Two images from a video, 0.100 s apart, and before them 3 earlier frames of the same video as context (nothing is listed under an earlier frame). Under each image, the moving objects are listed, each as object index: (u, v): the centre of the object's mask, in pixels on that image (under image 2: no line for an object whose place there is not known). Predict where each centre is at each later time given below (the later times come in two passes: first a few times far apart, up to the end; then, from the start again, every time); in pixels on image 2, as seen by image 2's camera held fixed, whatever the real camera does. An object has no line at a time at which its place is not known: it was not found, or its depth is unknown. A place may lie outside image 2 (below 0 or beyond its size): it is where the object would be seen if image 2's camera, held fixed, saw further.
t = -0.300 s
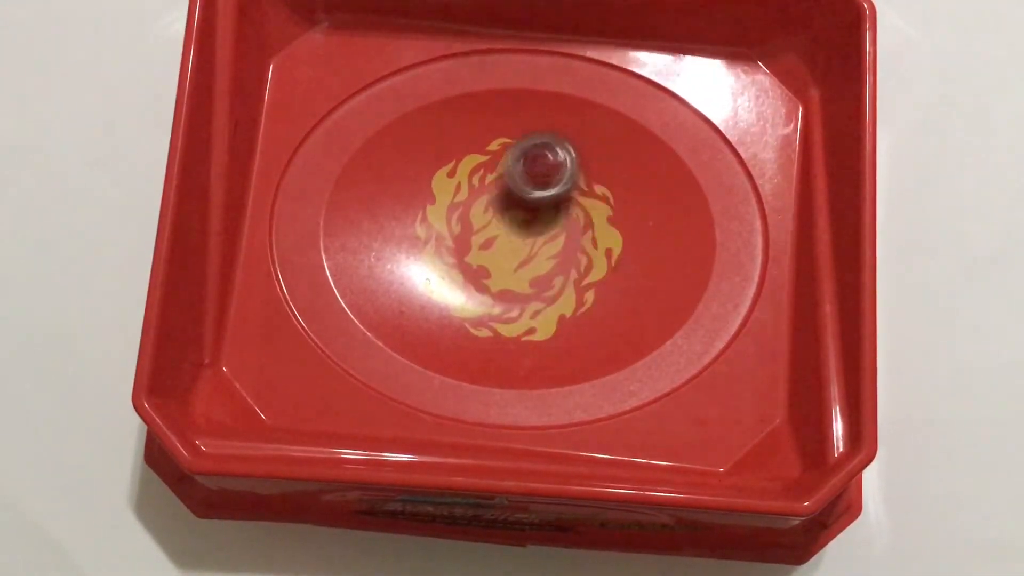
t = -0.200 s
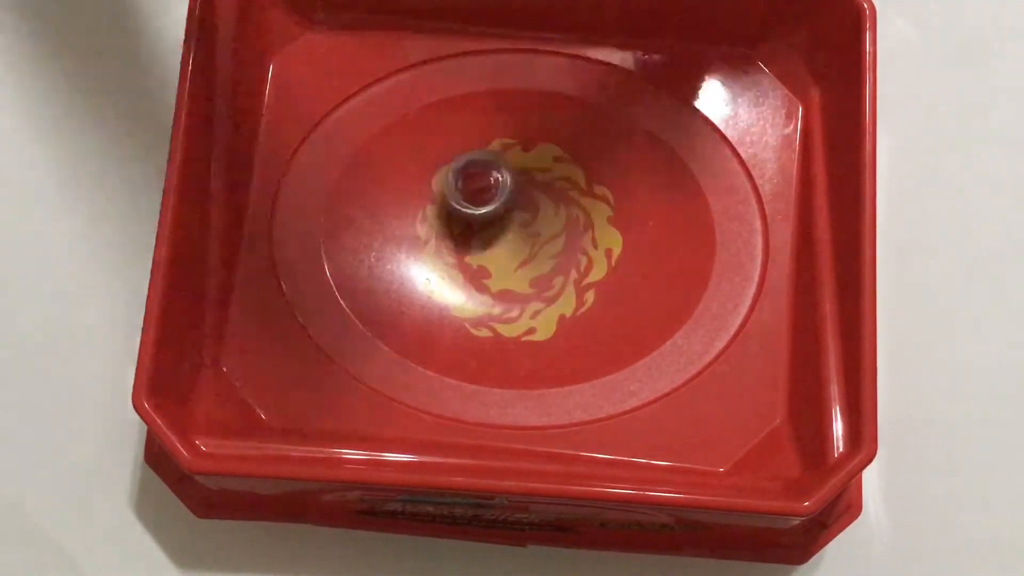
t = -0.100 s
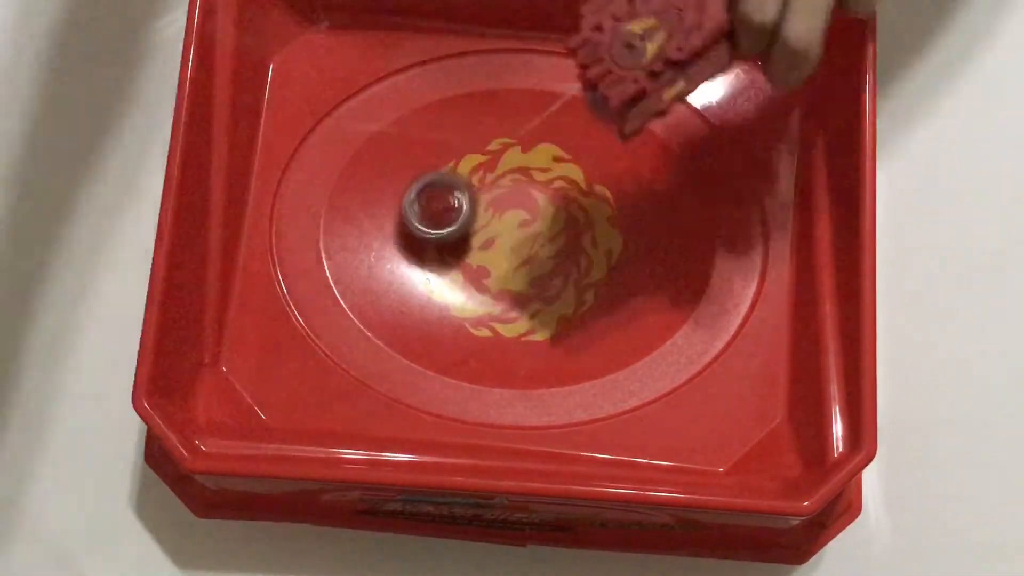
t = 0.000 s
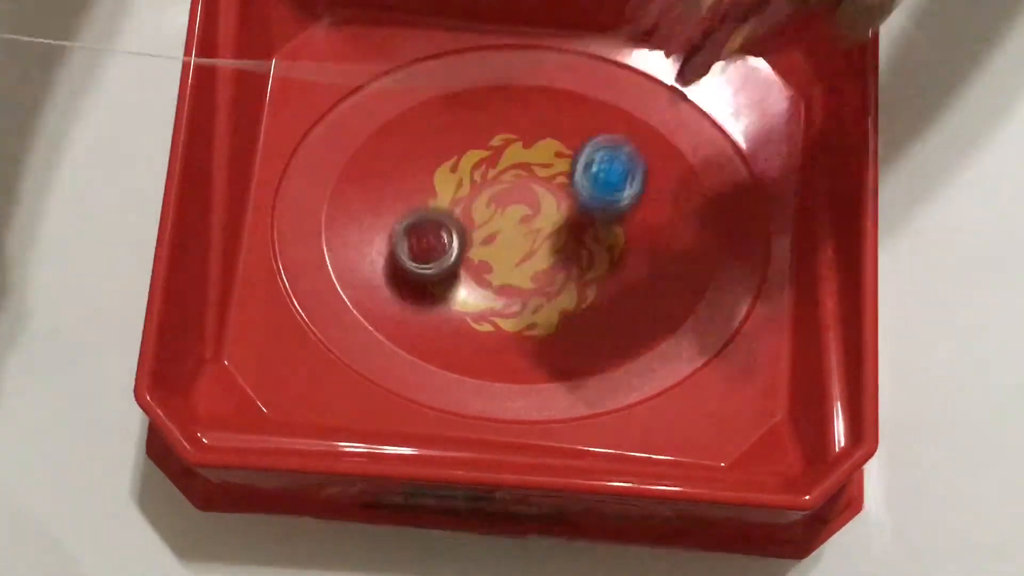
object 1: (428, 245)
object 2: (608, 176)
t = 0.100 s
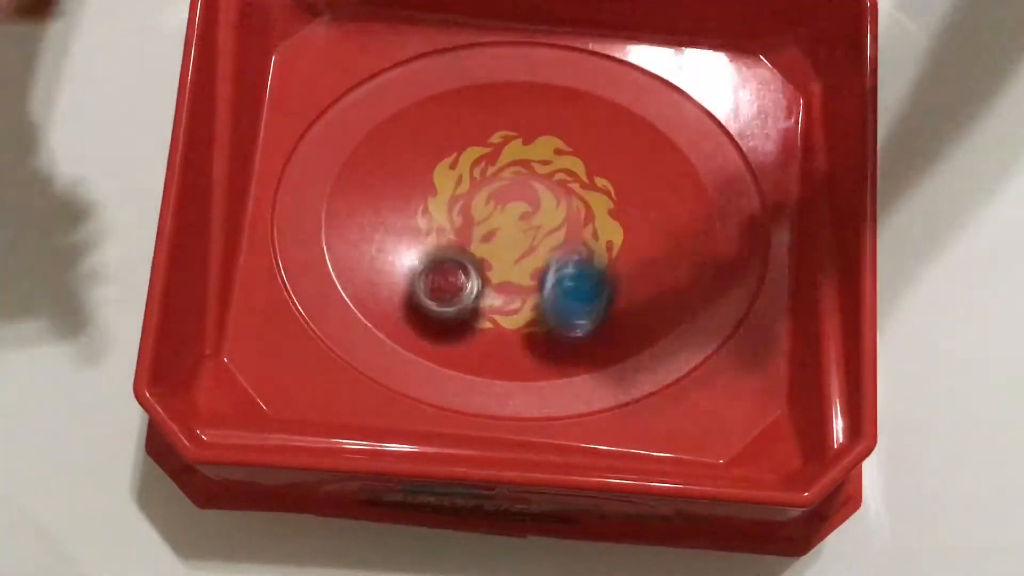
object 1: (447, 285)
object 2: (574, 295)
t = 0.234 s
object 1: (472, 271)
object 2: (547, 404)
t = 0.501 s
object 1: (431, 197)
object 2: (553, 374)
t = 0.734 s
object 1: (427, 229)
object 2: (513, 231)
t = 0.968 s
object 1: (453, 261)
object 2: (571, 119)
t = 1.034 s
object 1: (479, 257)
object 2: (586, 127)
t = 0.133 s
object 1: (462, 294)
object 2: (563, 331)
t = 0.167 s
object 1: (475, 295)
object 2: (546, 339)
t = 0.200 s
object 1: (475, 285)
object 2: (545, 370)
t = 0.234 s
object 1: (472, 271)
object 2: (547, 404)
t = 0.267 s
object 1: (469, 254)
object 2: (549, 411)
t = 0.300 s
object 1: (464, 241)
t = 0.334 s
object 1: (459, 229)
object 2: (553, 406)
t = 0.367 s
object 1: (451, 219)
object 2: (554, 402)
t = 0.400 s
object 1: (446, 210)
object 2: (555, 397)
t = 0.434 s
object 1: (441, 203)
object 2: (556, 391)
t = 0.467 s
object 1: (436, 199)
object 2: (554, 383)
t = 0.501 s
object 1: (431, 197)
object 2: (553, 374)
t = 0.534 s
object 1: (428, 197)
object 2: (551, 364)
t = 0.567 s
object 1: (426, 198)
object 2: (546, 349)
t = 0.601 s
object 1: (425, 202)
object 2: (540, 329)
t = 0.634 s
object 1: (425, 208)
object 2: (533, 306)
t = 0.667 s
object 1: (427, 215)
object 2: (524, 280)
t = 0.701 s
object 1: (430, 222)
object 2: (516, 257)
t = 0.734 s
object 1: (427, 229)
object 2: (513, 231)
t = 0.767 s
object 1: (420, 237)
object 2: (518, 207)
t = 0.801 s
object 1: (415, 244)
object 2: (526, 183)
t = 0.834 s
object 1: (415, 250)
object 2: (535, 163)
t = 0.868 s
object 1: (419, 254)
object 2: (542, 146)
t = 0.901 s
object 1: (428, 257)
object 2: (552, 131)
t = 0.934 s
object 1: (439, 260)
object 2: (562, 123)
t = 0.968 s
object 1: (453, 261)
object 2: (571, 119)
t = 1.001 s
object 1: (467, 259)
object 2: (579, 120)
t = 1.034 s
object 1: (479, 257)
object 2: (586, 127)
